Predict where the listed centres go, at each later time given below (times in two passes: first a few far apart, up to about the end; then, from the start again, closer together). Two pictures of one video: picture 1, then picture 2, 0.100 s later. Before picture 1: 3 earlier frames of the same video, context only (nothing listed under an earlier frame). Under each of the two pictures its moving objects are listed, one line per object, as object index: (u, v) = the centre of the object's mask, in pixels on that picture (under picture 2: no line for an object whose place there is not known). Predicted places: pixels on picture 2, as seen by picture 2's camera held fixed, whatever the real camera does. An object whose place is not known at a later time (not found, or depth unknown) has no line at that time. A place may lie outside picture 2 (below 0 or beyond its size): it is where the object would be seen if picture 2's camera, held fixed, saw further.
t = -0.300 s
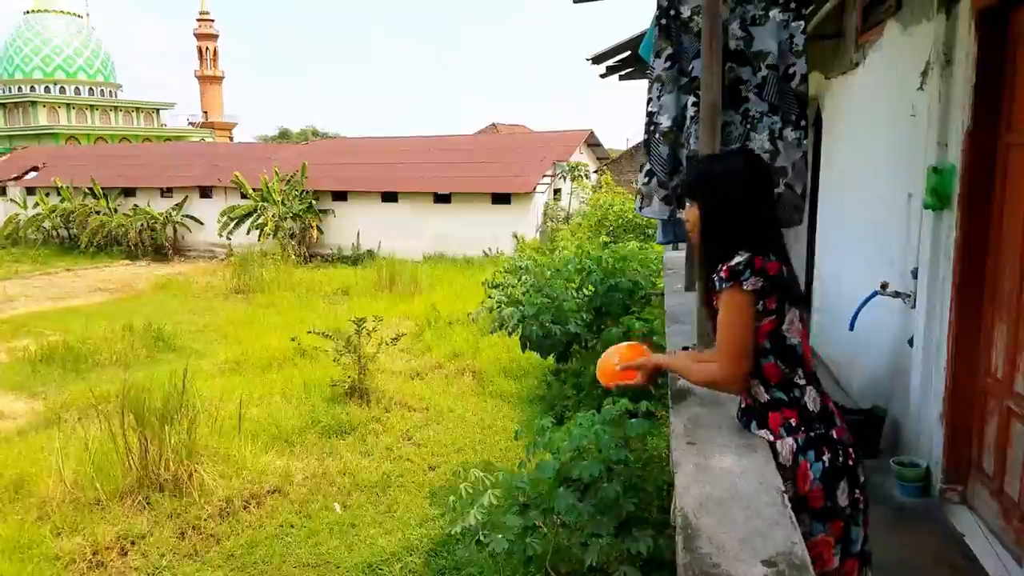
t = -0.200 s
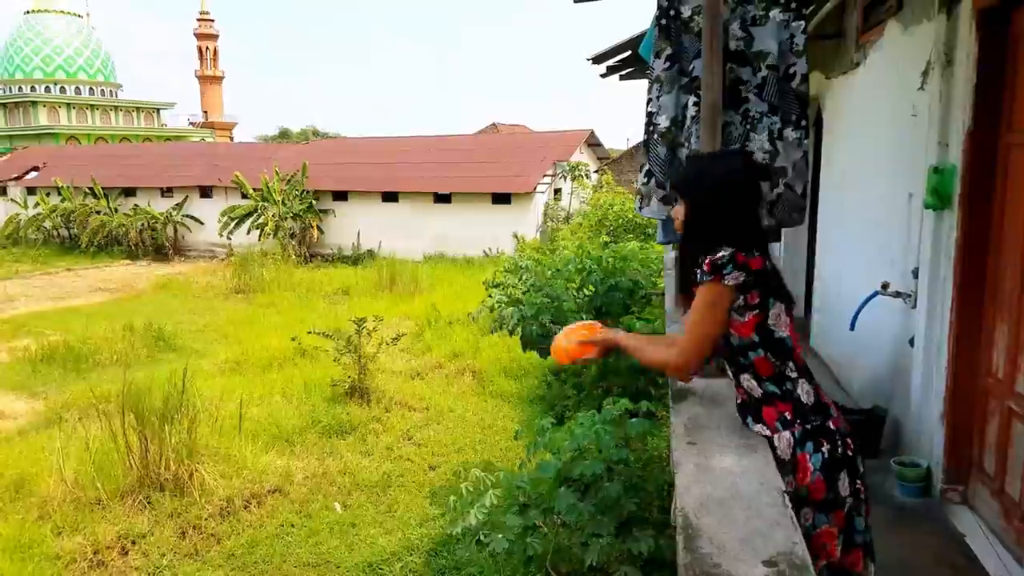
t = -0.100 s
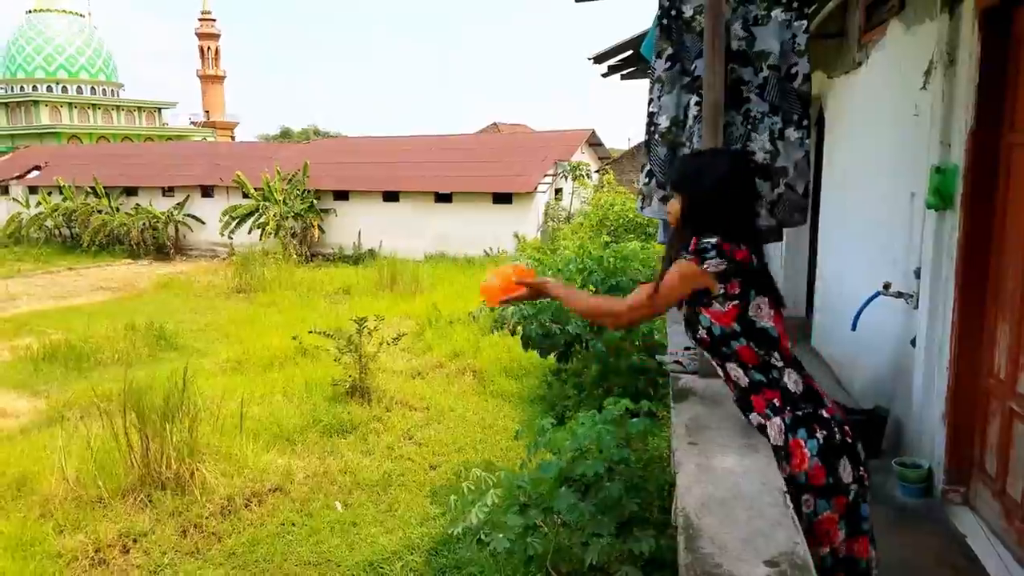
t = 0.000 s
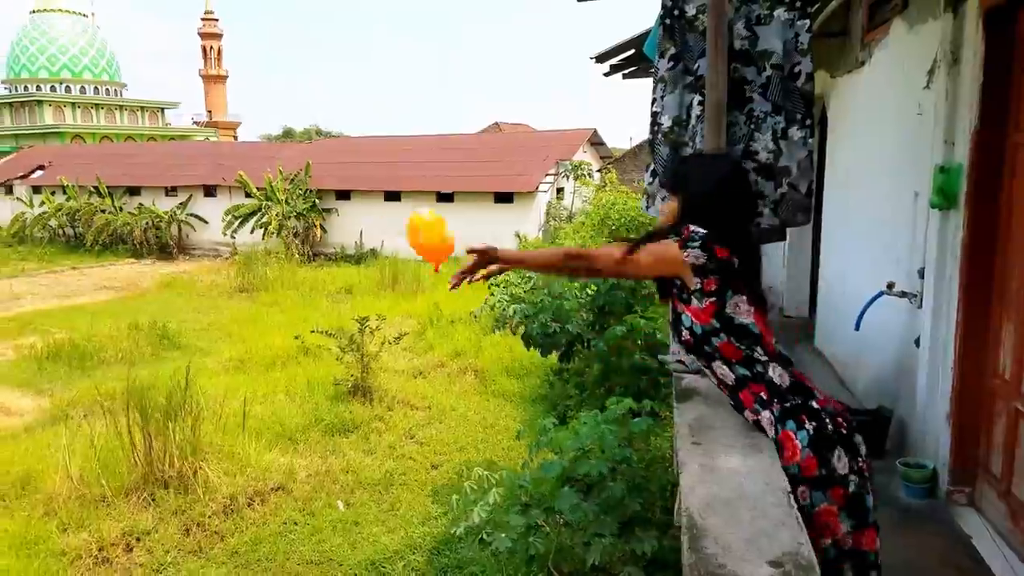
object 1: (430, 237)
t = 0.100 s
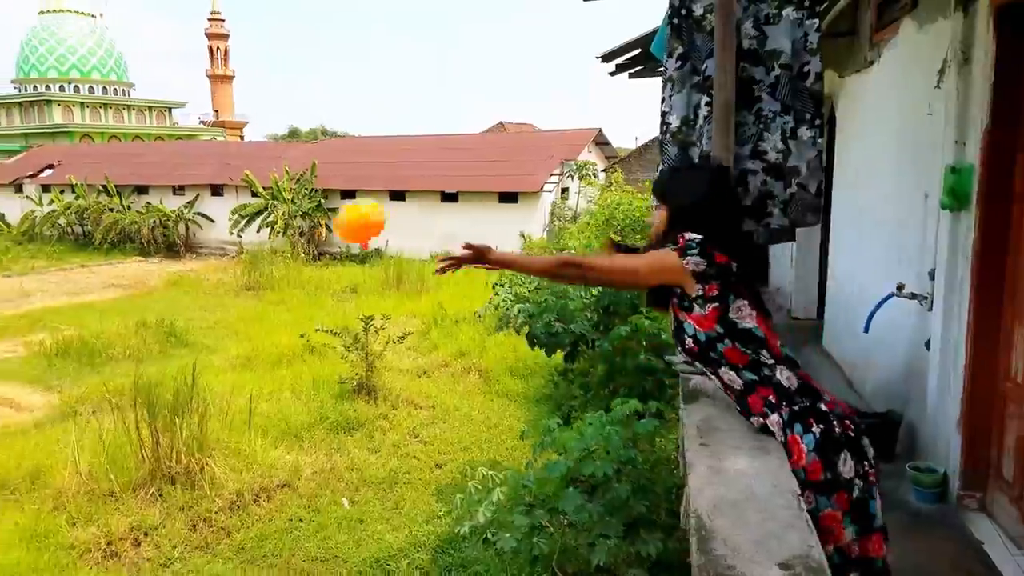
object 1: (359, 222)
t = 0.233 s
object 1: (268, 252)
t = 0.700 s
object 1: (65, 669)
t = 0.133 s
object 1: (335, 224)
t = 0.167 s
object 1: (312, 231)
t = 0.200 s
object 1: (290, 240)
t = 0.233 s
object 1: (268, 252)
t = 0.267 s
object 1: (247, 269)
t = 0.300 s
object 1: (226, 290)
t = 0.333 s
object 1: (208, 314)
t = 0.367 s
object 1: (191, 338)
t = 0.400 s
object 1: (173, 367)
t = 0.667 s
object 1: (76, 629)
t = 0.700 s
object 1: (65, 669)
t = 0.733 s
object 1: (55, 708)
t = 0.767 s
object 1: (46, 749)
